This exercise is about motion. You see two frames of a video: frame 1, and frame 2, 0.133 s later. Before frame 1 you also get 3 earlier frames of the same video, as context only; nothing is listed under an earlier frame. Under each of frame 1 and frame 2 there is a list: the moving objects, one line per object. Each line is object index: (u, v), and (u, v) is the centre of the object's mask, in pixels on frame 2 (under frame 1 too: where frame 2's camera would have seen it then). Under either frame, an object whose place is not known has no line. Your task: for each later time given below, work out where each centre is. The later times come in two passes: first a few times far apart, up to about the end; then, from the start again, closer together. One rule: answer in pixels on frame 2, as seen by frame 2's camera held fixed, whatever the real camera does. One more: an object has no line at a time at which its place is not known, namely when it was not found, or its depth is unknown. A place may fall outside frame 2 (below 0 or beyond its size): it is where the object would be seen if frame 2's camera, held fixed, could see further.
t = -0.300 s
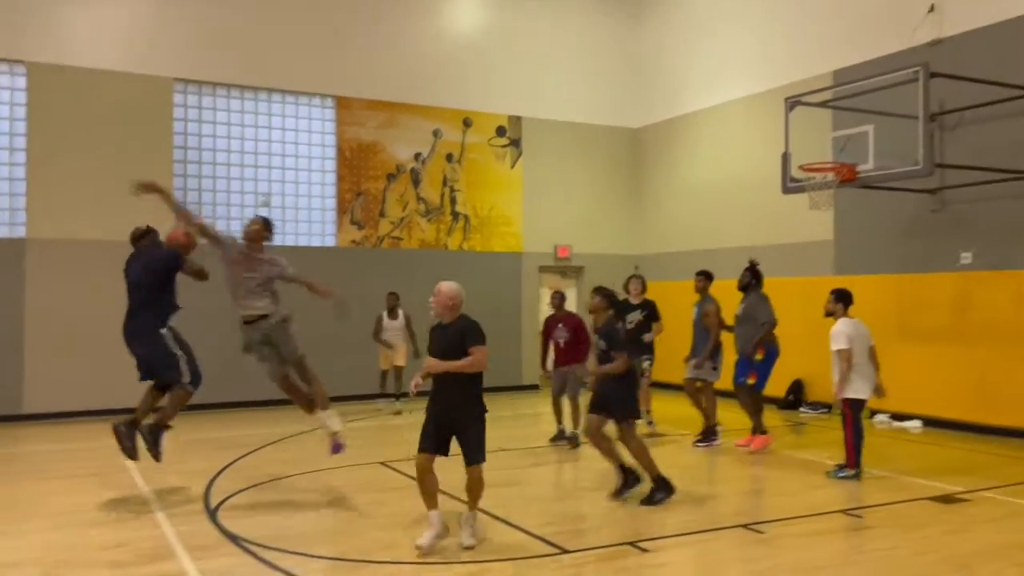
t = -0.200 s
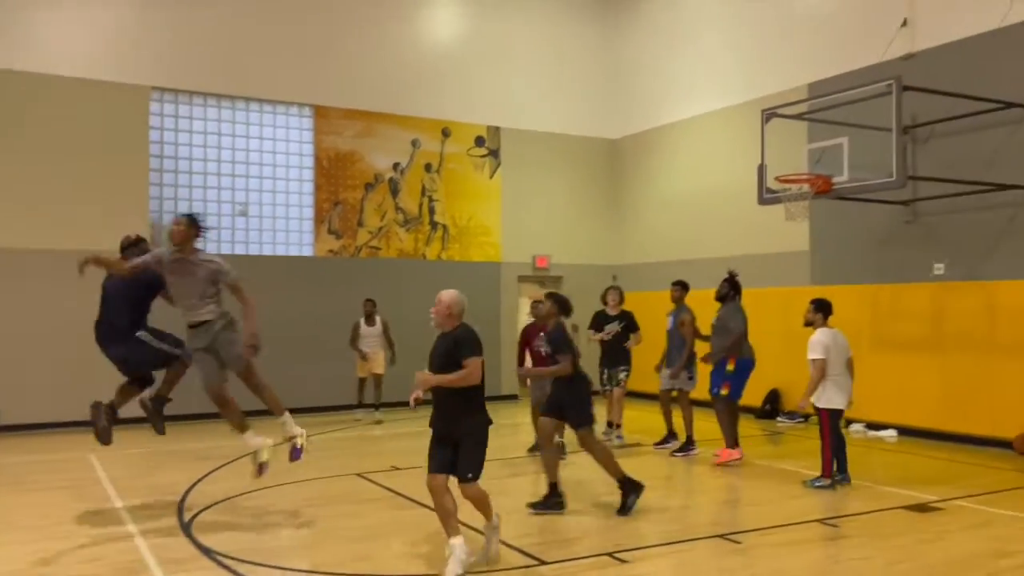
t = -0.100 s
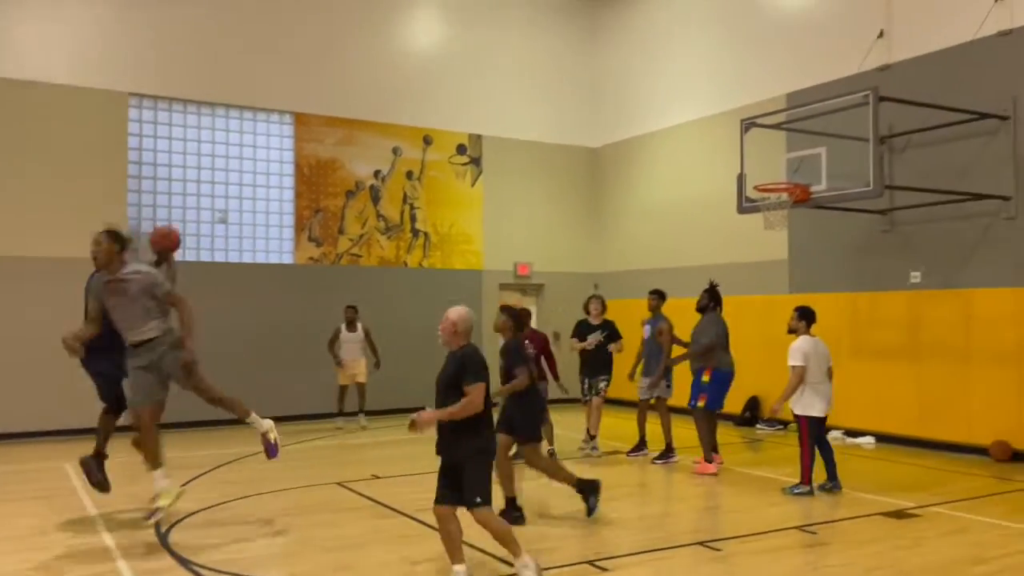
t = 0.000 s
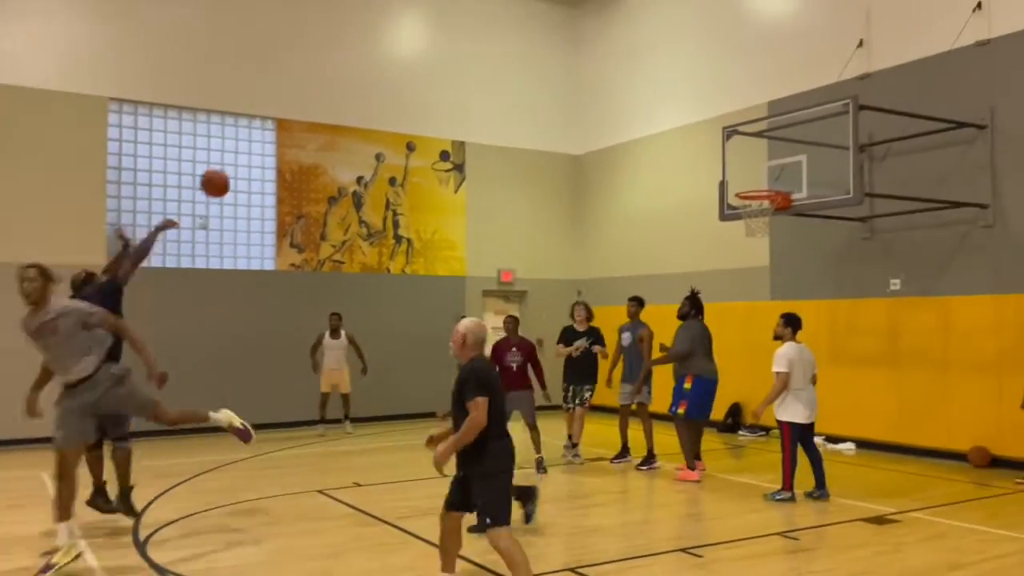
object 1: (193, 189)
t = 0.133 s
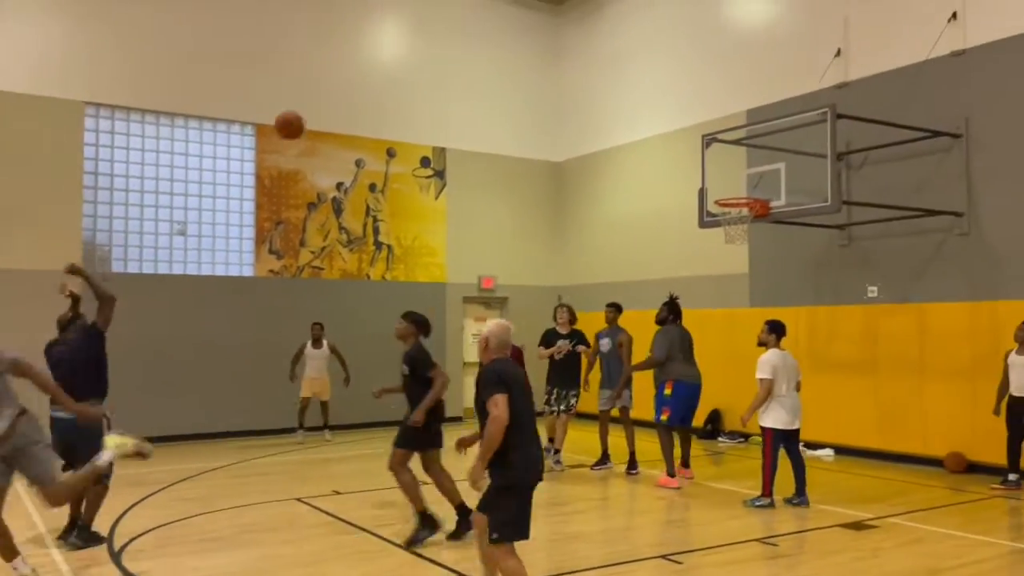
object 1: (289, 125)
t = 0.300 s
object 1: (399, 80)
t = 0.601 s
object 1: (572, 79)
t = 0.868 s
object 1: (704, 151)
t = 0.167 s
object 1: (312, 113)
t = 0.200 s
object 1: (335, 103)
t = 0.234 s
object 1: (356, 94)
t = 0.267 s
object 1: (378, 86)
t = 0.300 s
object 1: (399, 80)
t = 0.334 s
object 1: (420, 75)
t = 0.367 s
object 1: (440, 71)
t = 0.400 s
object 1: (460, 69)
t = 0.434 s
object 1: (479, 68)
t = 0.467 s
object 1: (499, 68)
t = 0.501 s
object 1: (517, 69)
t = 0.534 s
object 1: (536, 71)
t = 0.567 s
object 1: (554, 75)
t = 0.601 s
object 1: (572, 79)
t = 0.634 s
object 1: (589, 84)
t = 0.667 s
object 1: (607, 91)
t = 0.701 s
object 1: (623, 98)
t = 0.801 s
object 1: (672, 127)
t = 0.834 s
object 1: (688, 138)
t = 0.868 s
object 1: (704, 151)
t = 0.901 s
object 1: (719, 164)
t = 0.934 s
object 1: (734, 178)
